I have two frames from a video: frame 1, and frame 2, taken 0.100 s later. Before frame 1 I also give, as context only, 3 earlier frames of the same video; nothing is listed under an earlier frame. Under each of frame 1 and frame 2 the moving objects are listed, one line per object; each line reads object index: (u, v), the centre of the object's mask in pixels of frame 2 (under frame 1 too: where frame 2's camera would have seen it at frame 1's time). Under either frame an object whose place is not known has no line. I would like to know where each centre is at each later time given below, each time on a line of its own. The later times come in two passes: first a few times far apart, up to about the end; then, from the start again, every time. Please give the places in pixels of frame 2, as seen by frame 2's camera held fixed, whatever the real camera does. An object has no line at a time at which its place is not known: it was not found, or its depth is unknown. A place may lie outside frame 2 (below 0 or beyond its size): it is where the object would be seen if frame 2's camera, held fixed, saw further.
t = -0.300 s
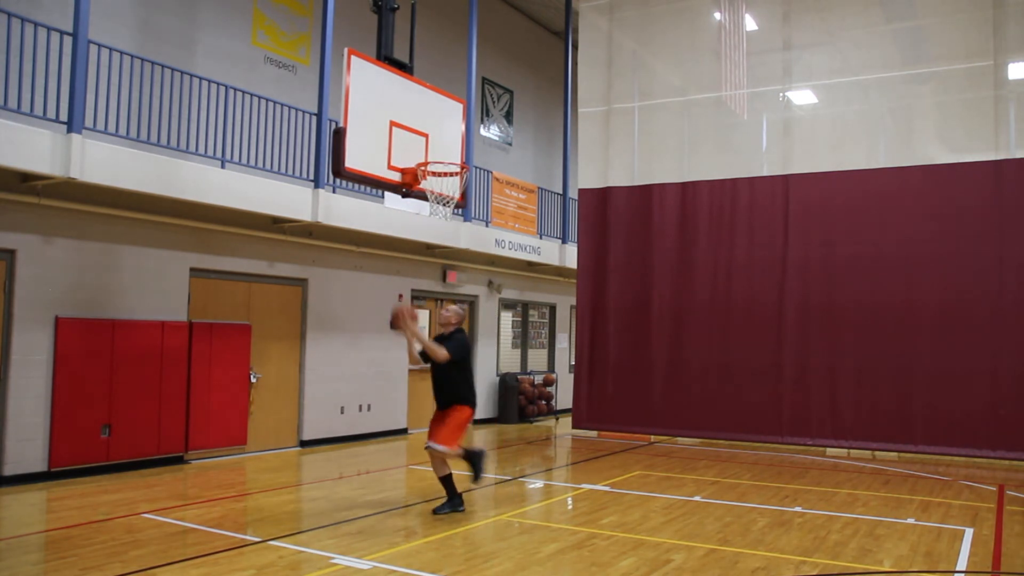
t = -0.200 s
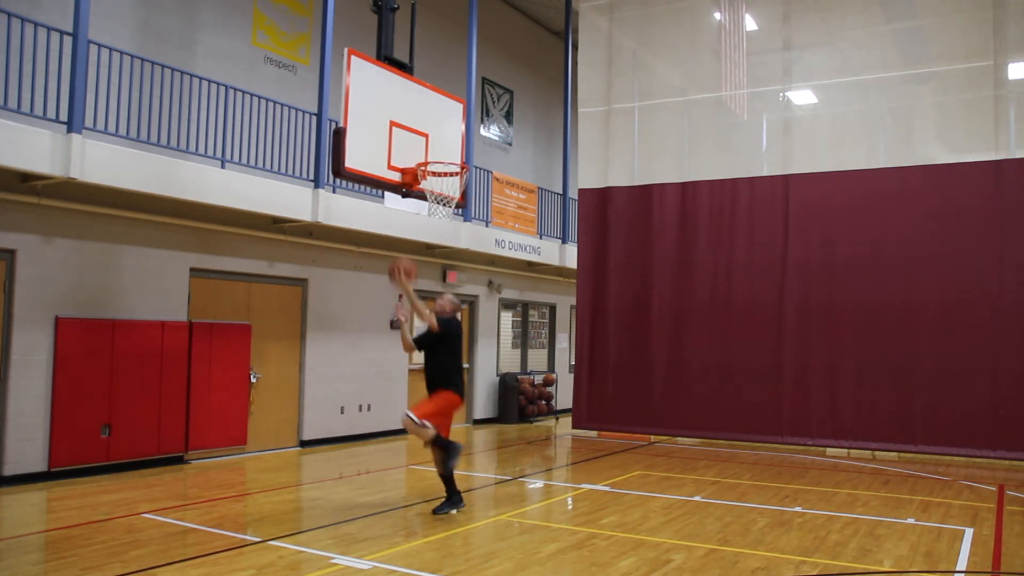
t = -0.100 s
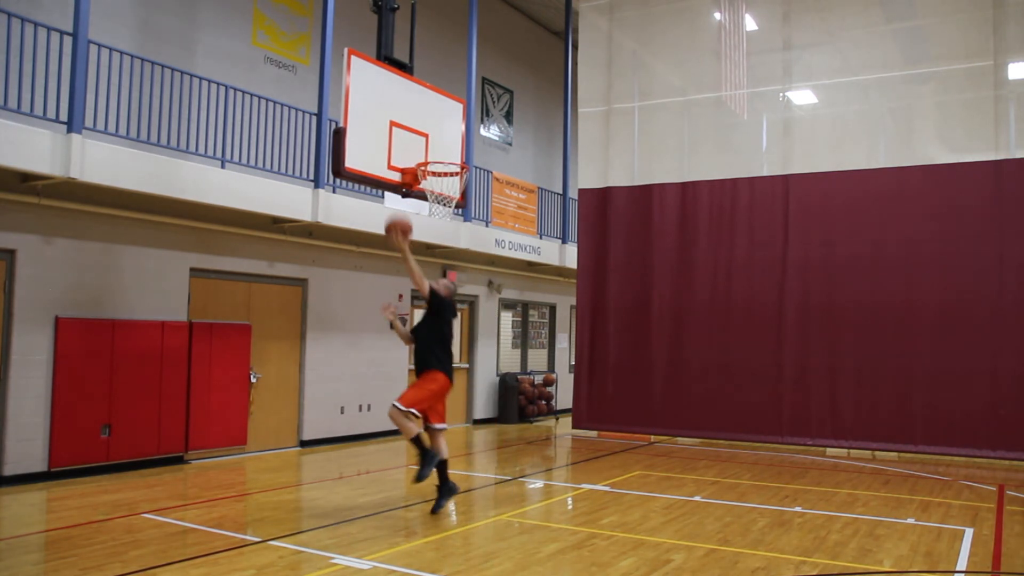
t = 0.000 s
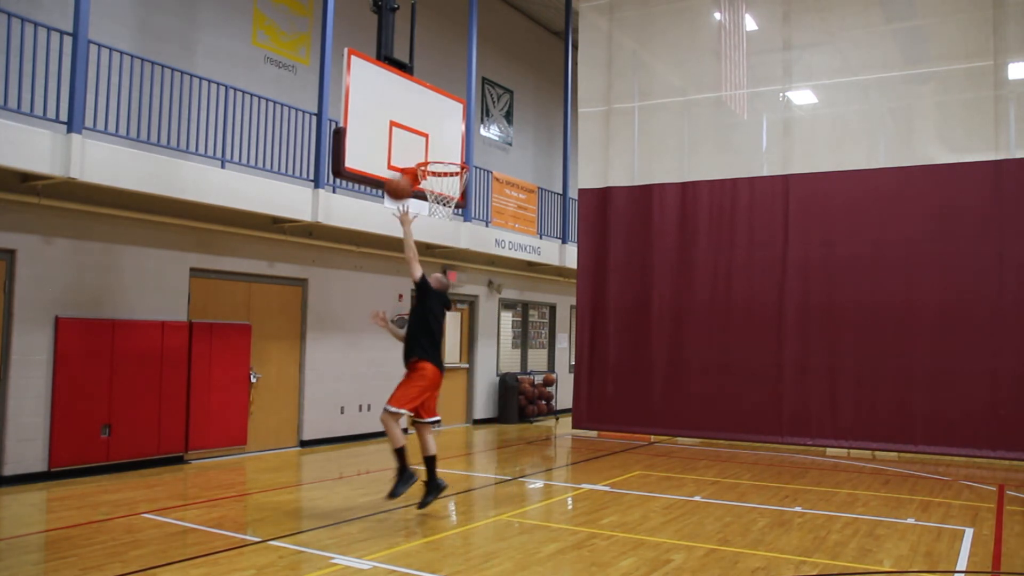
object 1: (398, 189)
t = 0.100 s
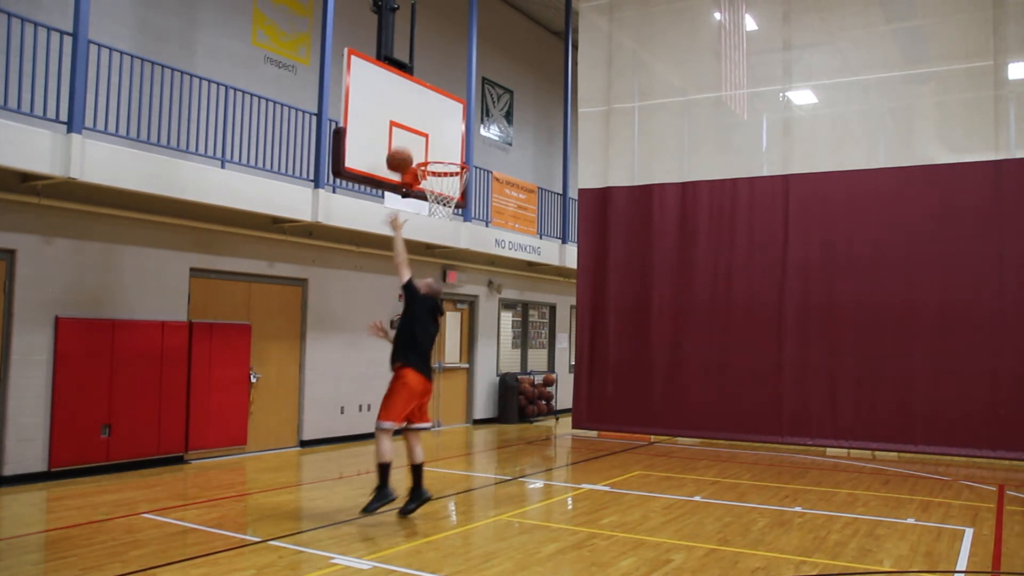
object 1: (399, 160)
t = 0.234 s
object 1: (400, 141)
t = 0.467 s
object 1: (433, 154)
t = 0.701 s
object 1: (457, 209)
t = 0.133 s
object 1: (400, 153)
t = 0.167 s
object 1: (400, 148)
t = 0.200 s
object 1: (400, 144)
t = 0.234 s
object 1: (400, 141)
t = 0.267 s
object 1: (403, 140)
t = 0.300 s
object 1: (408, 140)
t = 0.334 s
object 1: (413, 141)
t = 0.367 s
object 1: (418, 144)
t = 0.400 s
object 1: (423, 147)
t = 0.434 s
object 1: (428, 151)
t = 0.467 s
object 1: (433, 154)
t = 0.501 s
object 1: (438, 165)
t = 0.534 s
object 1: (441, 174)
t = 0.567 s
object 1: (446, 183)
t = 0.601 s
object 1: (453, 194)
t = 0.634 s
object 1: (453, 199)
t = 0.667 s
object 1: (456, 204)
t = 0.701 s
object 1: (457, 209)
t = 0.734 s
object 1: (459, 216)
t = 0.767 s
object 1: (460, 223)
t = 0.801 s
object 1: (461, 232)
